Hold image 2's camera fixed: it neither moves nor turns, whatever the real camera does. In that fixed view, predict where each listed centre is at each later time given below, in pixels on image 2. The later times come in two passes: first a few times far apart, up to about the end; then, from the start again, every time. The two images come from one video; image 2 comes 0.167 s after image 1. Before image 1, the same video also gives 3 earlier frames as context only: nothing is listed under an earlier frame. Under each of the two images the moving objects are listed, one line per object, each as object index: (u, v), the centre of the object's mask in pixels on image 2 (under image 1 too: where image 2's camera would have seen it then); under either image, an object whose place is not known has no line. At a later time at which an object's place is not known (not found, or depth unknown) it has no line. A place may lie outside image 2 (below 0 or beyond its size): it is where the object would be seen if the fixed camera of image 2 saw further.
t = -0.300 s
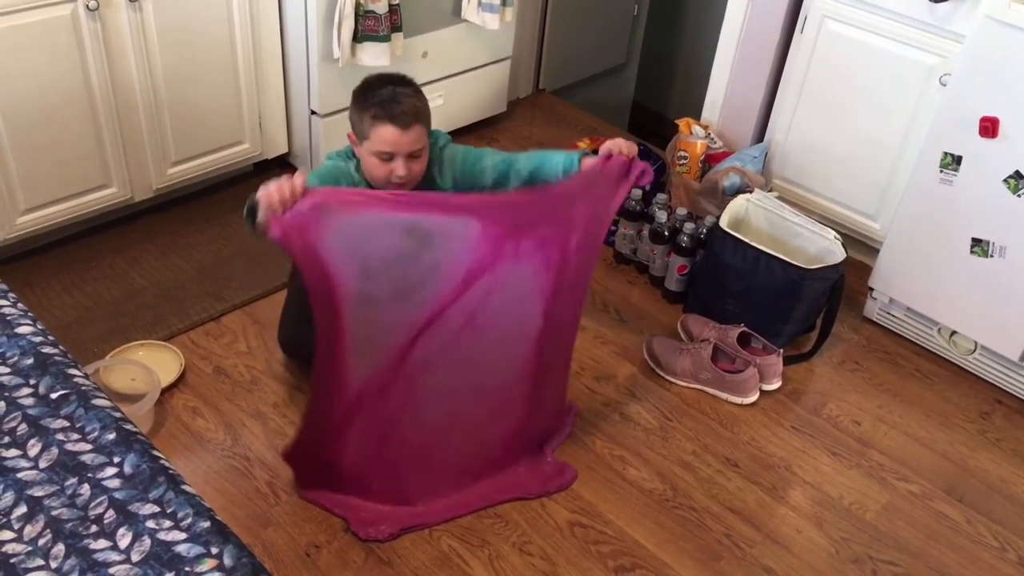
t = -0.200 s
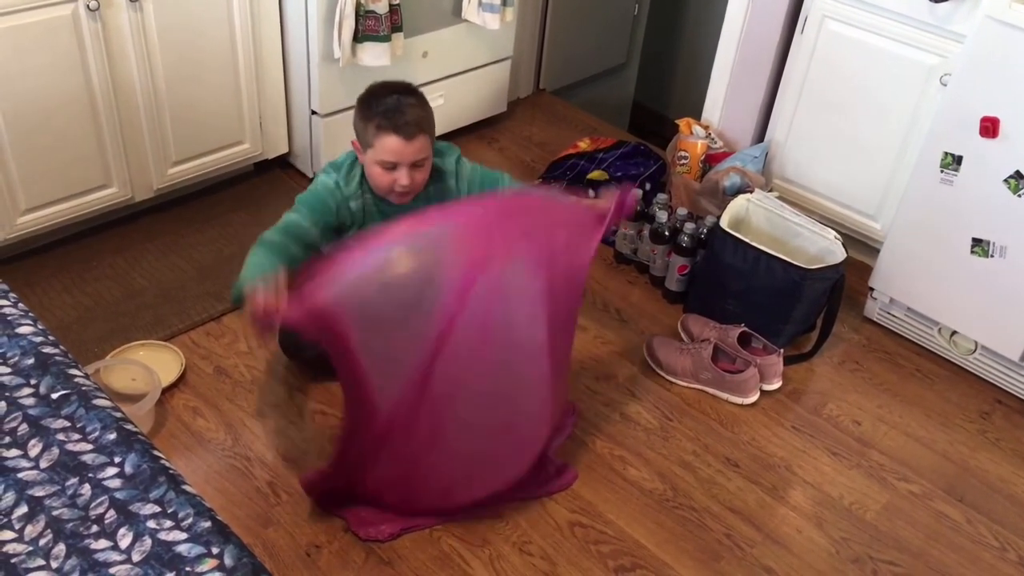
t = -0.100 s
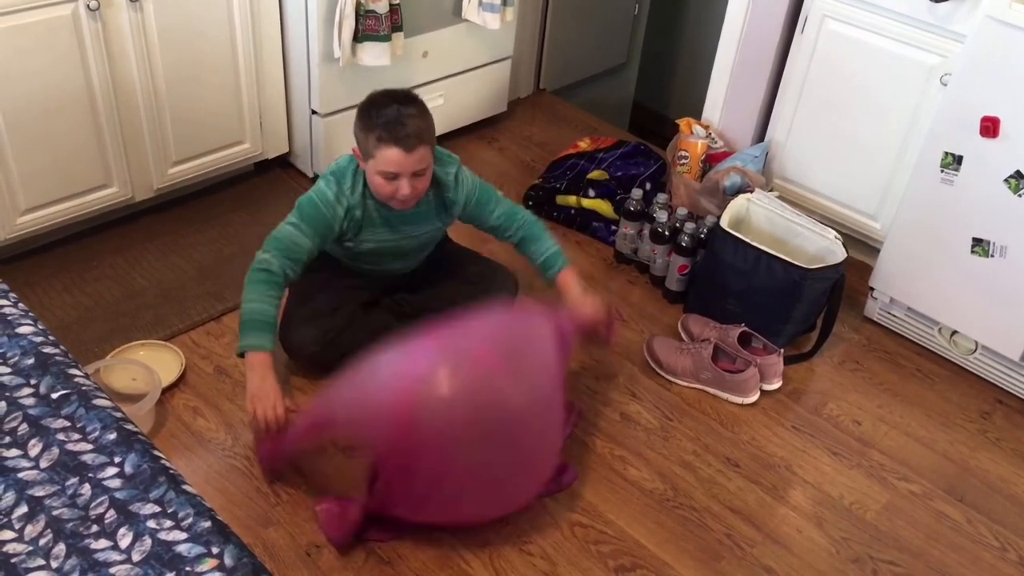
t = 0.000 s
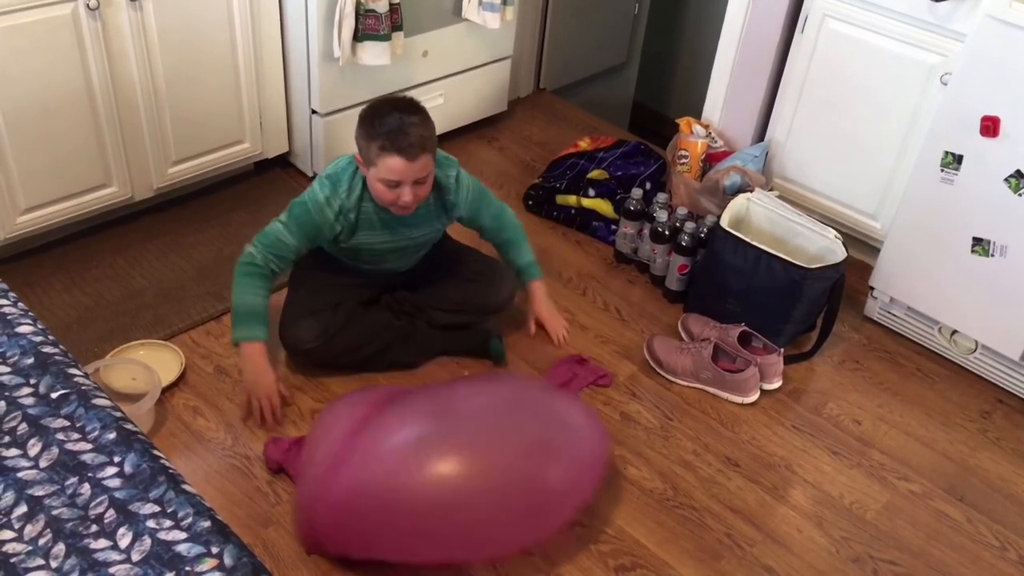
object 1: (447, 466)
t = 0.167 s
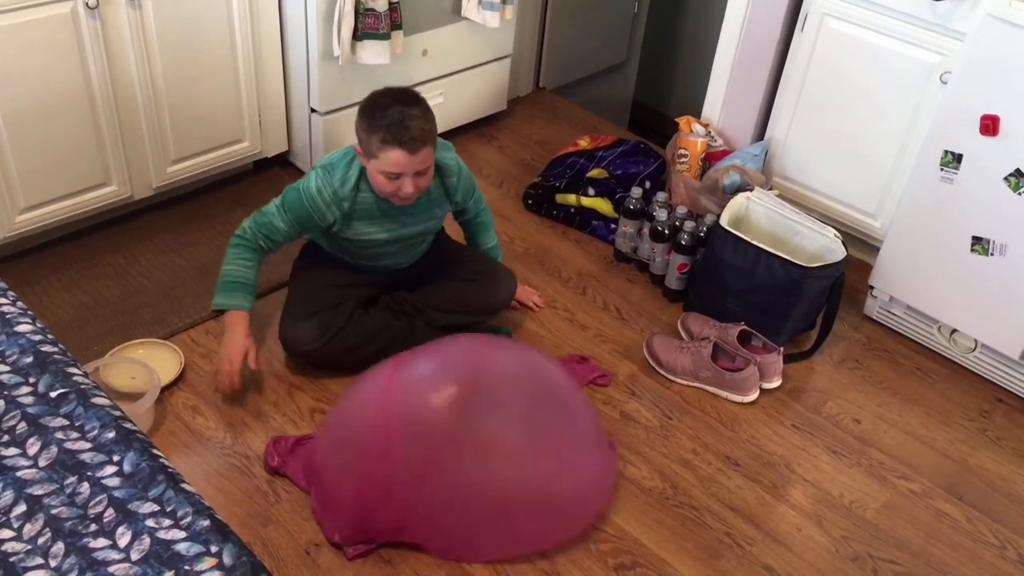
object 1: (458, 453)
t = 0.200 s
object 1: (458, 453)
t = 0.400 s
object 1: (460, 456)
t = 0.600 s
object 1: (454, 464)
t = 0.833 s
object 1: (455, 464)
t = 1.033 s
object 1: (458, 459)
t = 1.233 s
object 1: (458, 457)
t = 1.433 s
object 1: (456, 461)
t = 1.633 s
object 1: (456, 464)
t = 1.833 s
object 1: (455, 463)
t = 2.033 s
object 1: (457, 463)
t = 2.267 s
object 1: (456, 461)
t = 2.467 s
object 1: (455, 461)
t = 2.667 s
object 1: (455, 462)
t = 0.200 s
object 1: (458, 453)
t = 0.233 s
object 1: (458, 452)
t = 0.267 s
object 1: (458, 451)
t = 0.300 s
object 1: (458, 451)
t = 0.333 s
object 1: (459, 452)
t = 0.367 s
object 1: (460, 454)
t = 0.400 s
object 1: (460, 456)
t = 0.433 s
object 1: (460, 459)
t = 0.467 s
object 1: (459, 460)
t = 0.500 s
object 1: (456, 461)
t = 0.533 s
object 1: (455, 463)
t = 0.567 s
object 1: (455, 464)
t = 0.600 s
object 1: (454, 464)
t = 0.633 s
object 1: (454, 463)
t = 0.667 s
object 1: (454, 463)
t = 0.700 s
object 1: (454, 463)
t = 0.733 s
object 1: (455, 463)
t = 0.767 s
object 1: (456, 464)
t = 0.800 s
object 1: (456, 464)
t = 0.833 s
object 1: (455, 464)
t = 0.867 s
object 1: (455, 462)
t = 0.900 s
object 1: (455, 461)
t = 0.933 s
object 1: (456, 460)
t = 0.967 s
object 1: (457, 459)
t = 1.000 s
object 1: (458, 459)
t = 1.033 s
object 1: (458, 459)
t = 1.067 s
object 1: (458, 458)
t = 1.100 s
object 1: (458, 458)
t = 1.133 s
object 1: (458, 457)
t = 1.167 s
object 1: (458, 457)
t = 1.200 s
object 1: (457, 457)
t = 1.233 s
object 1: (458, 457)
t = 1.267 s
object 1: (457, 457)
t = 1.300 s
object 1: (457, 457)
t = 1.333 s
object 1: (457, 459)
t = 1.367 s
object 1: (457, 460)
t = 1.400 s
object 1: (456, 460)
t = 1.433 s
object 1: (456, 461)
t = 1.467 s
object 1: (456, 461)
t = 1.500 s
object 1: (456, 462)
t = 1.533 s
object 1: (456, 462)
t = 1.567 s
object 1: (456, 463)
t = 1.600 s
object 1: (456, 464)
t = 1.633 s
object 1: (456, 464)
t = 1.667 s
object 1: (456, 464)
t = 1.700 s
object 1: (456, 464)
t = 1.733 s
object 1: (455, 463)
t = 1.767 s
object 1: (455, 463)
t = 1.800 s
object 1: (455, 463)
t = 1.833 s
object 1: (455, 463)
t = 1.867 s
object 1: (455, 463)
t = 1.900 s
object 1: (456, 463)
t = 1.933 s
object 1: (456, 463)
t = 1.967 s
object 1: (456, 463)
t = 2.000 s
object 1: (456, 463)
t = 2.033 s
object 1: (457, 463)
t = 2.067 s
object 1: (456, 462)
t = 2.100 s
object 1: (456, 462)
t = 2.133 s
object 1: (456, 461)
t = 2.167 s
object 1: (456, 461)
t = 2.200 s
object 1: (456, 461)
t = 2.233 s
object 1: (456, 461)
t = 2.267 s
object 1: (456, 461)
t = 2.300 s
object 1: (456, 460)
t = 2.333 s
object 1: (456, 460)
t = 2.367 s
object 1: (455, 460)
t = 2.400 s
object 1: (455, 460)
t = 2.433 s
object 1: (455, 460)
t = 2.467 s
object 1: (455, 461)
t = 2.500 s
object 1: (455, 461)
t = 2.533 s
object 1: (455, 461)
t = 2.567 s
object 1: (455, 461)
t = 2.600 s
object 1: (455, 461)
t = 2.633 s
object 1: (455, 462)
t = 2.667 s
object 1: (455, 462)
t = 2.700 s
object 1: (455, 462)
